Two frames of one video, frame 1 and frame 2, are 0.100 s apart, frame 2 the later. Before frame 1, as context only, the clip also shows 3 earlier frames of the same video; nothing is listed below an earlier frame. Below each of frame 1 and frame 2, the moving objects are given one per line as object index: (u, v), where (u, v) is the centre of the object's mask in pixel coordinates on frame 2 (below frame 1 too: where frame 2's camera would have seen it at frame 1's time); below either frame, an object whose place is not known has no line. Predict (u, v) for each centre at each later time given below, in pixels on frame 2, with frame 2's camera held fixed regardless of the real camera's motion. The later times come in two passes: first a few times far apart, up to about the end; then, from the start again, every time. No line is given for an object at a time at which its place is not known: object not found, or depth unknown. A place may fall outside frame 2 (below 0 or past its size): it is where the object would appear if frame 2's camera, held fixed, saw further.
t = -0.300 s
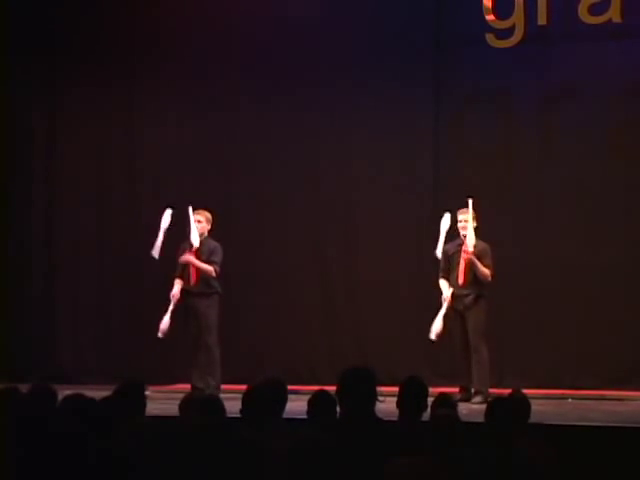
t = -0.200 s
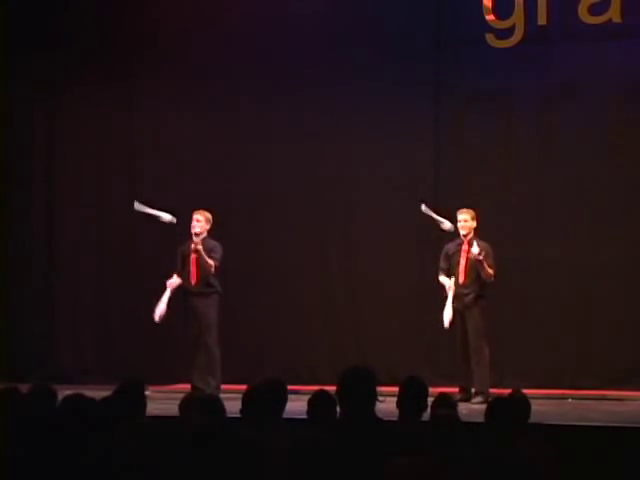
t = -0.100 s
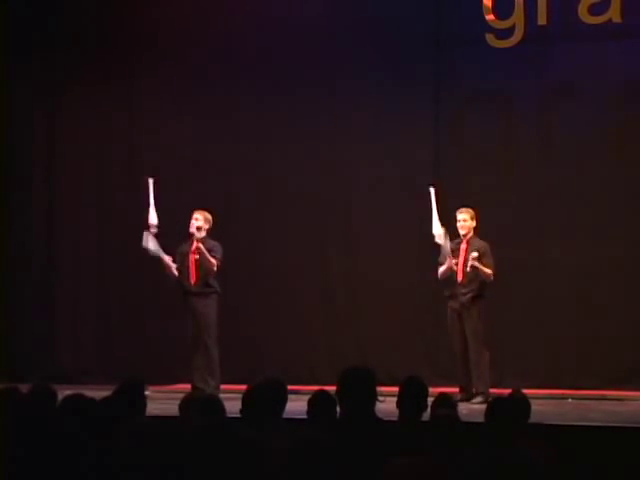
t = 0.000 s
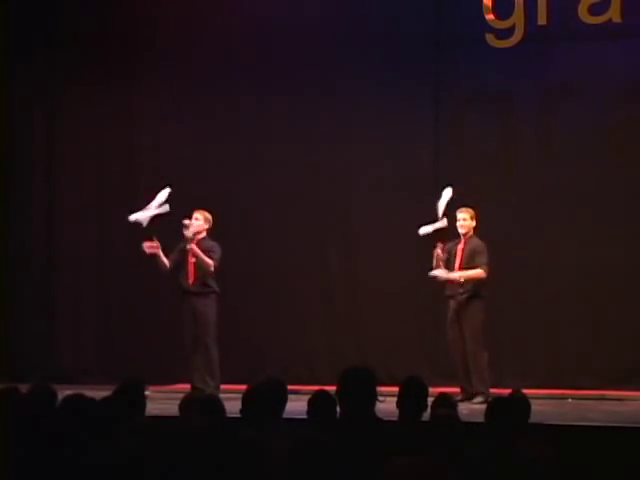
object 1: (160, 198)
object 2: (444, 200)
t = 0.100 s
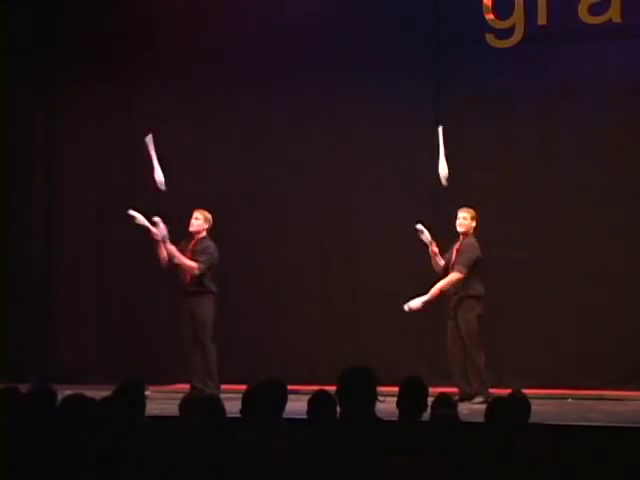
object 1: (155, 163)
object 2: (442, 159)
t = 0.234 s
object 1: (154, 132)
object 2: (439, 123)
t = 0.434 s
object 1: (153, 119)
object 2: (434, 105)
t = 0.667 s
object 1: (150, 157)
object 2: (428, 139)
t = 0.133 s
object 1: (156, 155)
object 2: (441, 149)
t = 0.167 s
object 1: (155, 148)
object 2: (440, 139)
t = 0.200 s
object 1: (154, 140)
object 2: (439, 128)
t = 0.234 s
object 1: (154, 132)
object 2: (439, 123)
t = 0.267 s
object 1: (155, 130)
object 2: (438, 118)
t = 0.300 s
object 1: (154, 127)
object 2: (437, 114)
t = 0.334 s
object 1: (152, 124)
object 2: (435, 110)
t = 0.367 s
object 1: (150, 120)
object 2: (434, 105)
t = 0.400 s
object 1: (151, 118)
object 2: (434, 105)
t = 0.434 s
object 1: (153, 119)
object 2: (434, 105)
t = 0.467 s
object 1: (153, 121)
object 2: (433, 107)
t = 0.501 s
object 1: (153, 124)
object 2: (432, 110)
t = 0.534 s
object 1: (154, 129)
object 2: (432, 115)
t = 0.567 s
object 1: (154, 137)
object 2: (431, 120)
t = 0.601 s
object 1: (153, 144)
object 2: (430, 125)
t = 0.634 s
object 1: (151, 151)
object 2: (429, 131)
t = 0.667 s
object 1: (150, 157)
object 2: (428, 139)
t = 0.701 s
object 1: (151, 167)
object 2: (428, 150)
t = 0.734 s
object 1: (151, 179)
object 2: (427, 160)
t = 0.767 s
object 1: (150, 192)
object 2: (426, 171)
